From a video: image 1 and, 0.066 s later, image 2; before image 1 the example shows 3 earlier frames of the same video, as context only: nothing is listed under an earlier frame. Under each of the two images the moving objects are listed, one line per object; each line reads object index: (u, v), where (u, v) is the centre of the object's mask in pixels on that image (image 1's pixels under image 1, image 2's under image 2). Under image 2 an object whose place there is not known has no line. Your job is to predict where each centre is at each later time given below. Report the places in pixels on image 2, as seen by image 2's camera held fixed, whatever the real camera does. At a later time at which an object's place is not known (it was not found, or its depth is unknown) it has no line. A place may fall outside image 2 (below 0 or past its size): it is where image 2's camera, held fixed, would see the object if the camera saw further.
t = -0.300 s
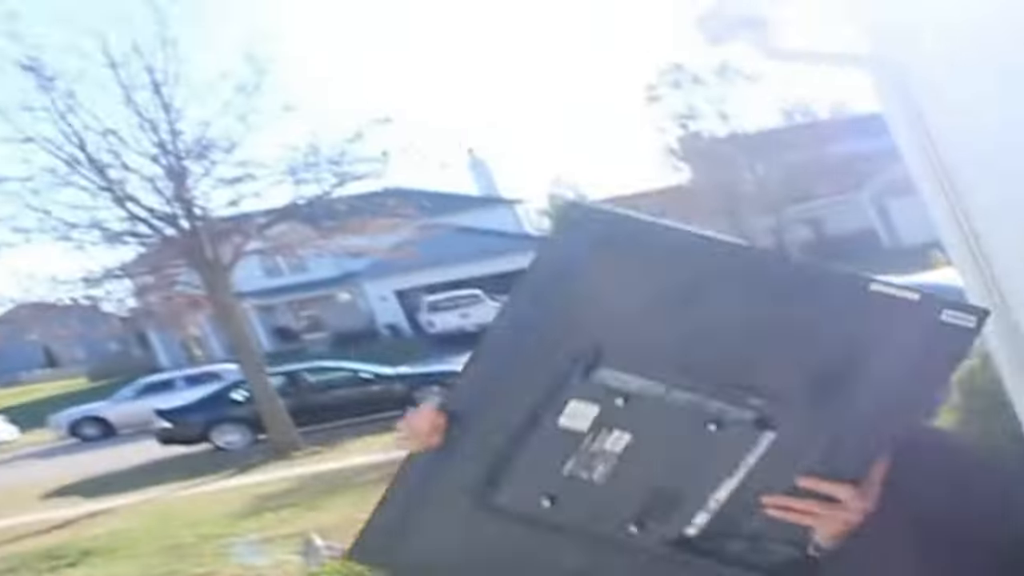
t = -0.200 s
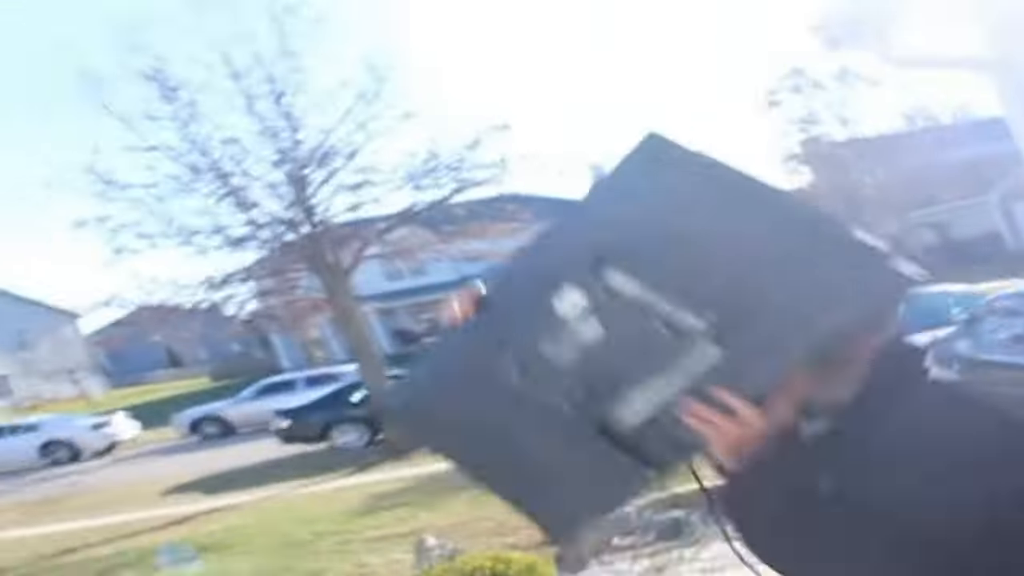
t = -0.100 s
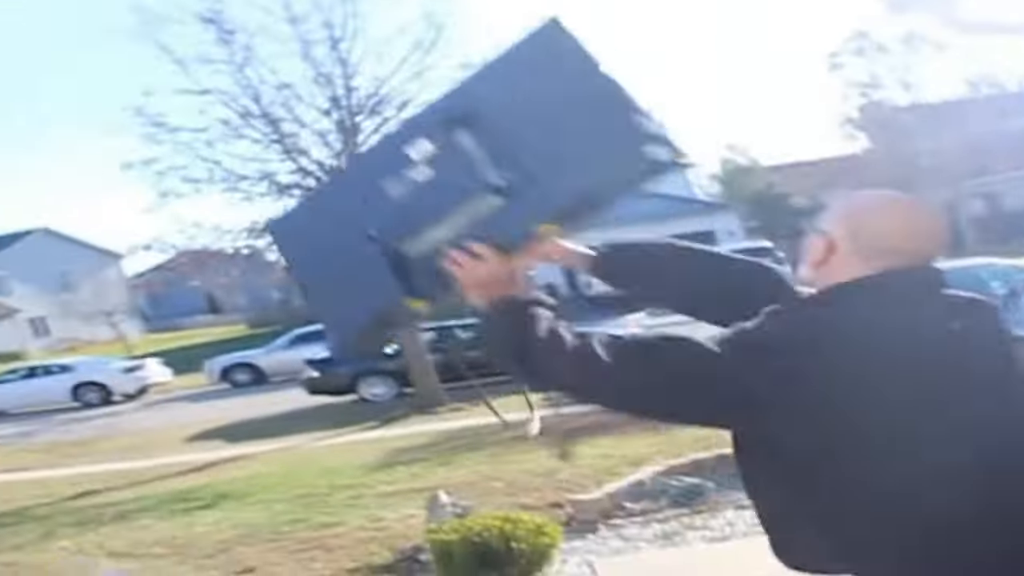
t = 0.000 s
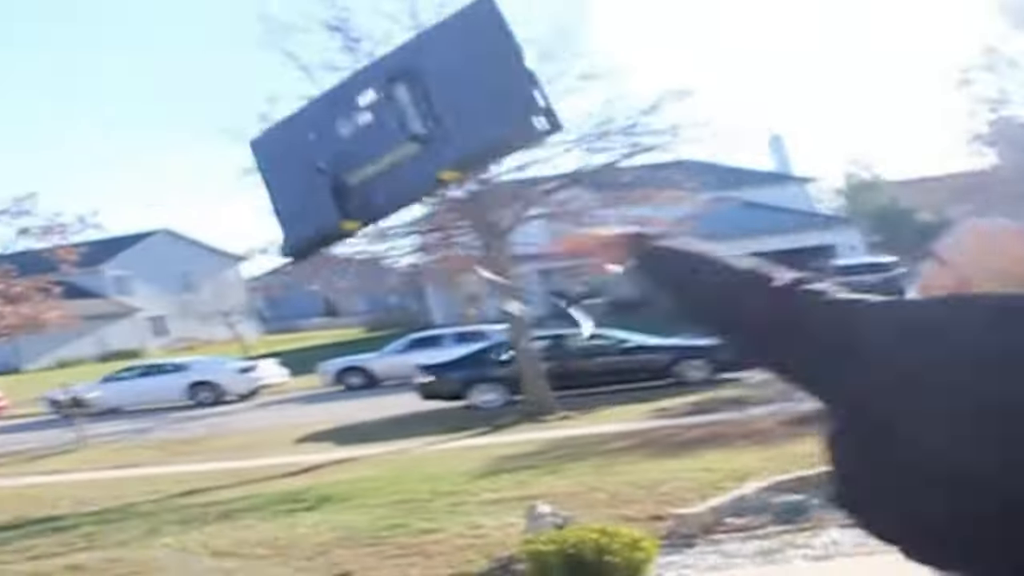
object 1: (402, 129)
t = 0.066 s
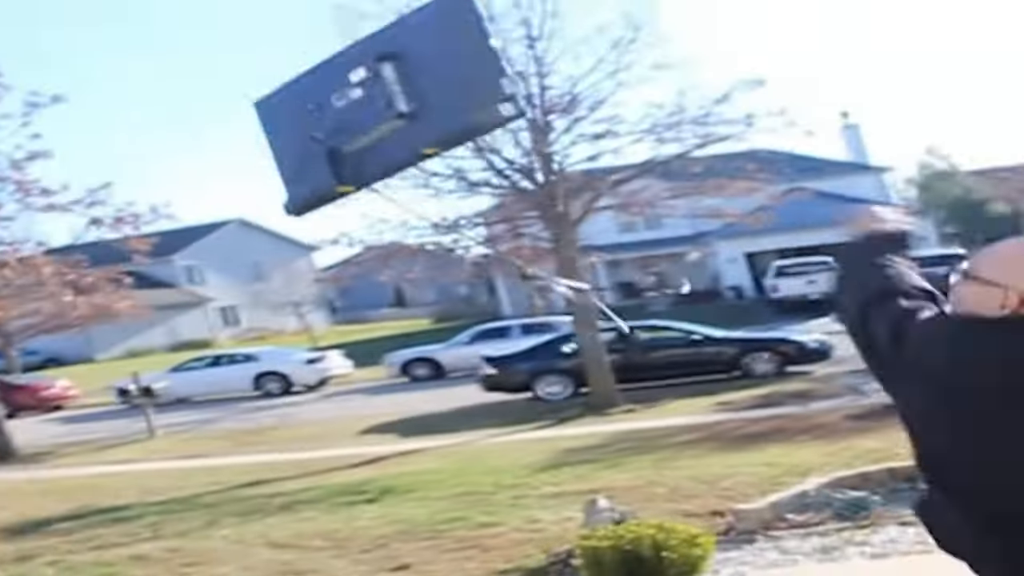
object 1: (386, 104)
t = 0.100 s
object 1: (356, 101)
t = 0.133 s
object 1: (328, 102)
